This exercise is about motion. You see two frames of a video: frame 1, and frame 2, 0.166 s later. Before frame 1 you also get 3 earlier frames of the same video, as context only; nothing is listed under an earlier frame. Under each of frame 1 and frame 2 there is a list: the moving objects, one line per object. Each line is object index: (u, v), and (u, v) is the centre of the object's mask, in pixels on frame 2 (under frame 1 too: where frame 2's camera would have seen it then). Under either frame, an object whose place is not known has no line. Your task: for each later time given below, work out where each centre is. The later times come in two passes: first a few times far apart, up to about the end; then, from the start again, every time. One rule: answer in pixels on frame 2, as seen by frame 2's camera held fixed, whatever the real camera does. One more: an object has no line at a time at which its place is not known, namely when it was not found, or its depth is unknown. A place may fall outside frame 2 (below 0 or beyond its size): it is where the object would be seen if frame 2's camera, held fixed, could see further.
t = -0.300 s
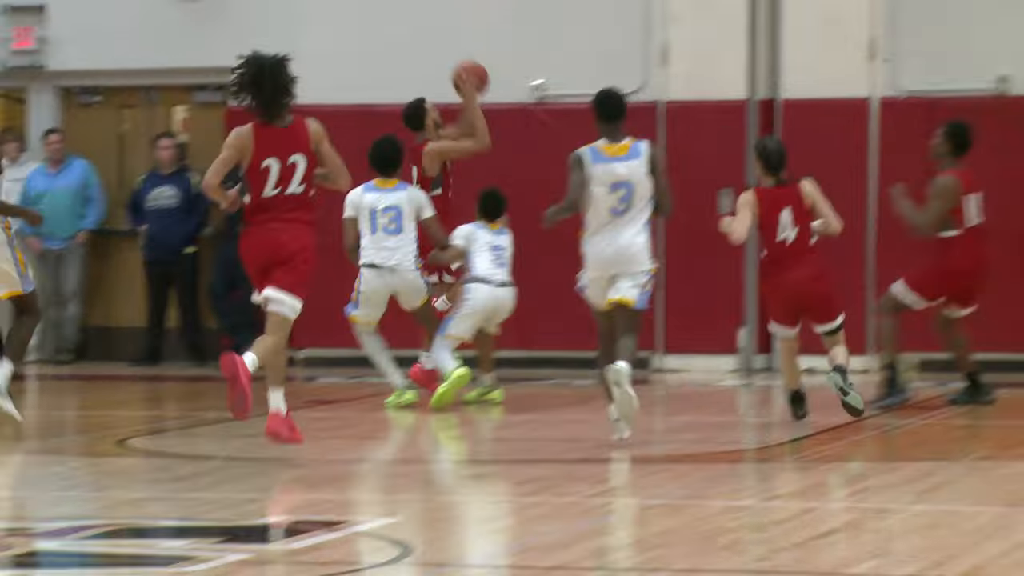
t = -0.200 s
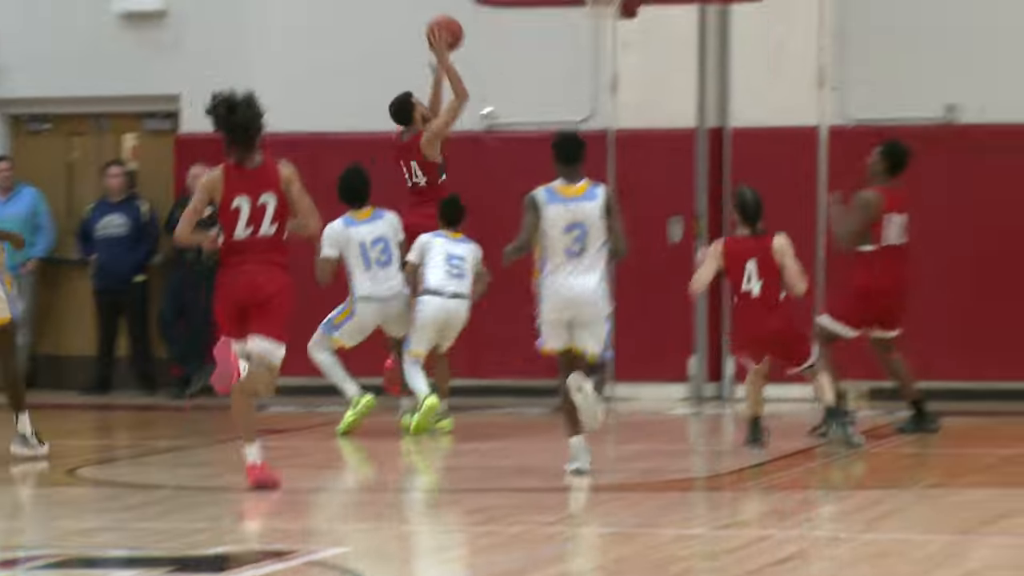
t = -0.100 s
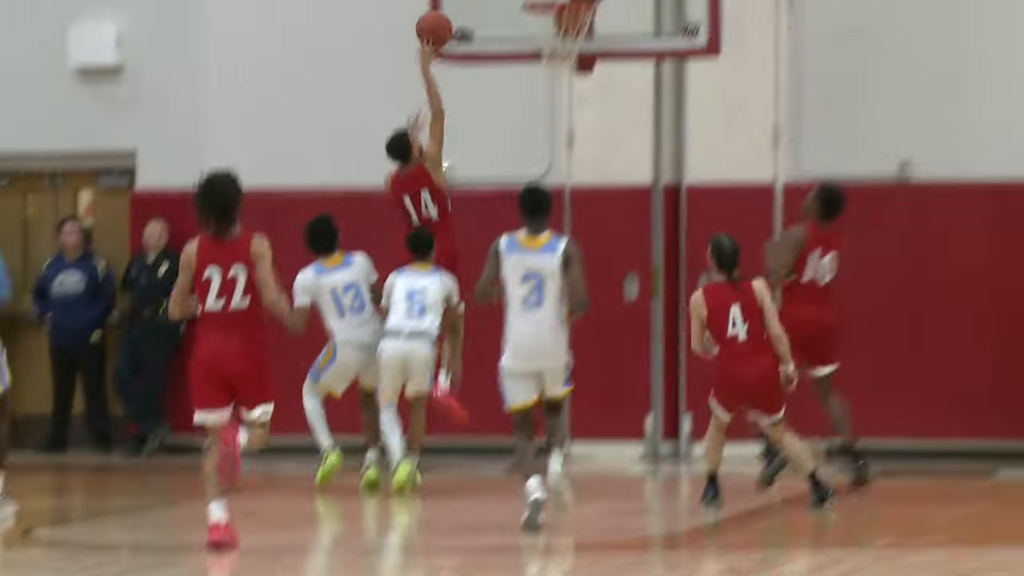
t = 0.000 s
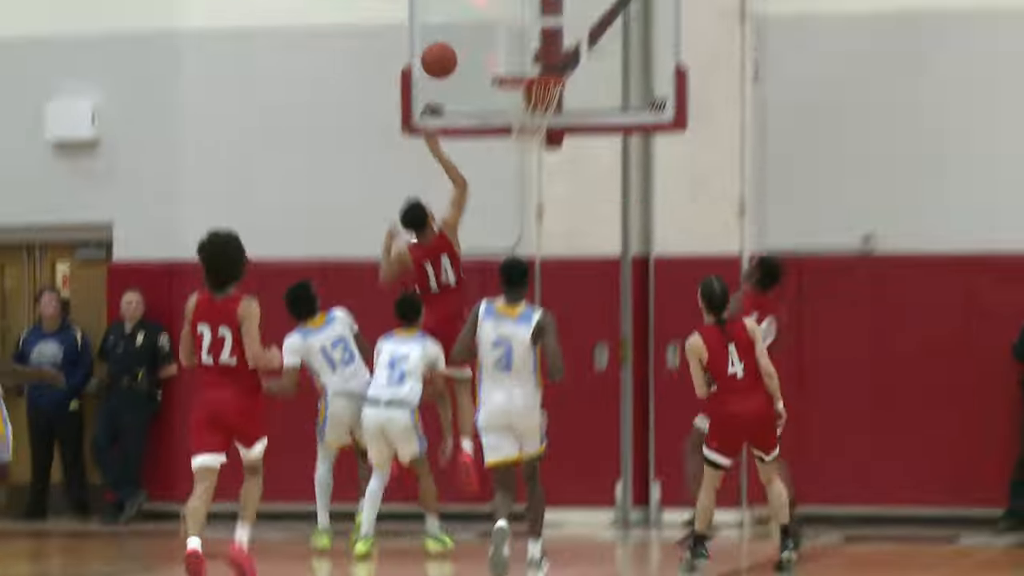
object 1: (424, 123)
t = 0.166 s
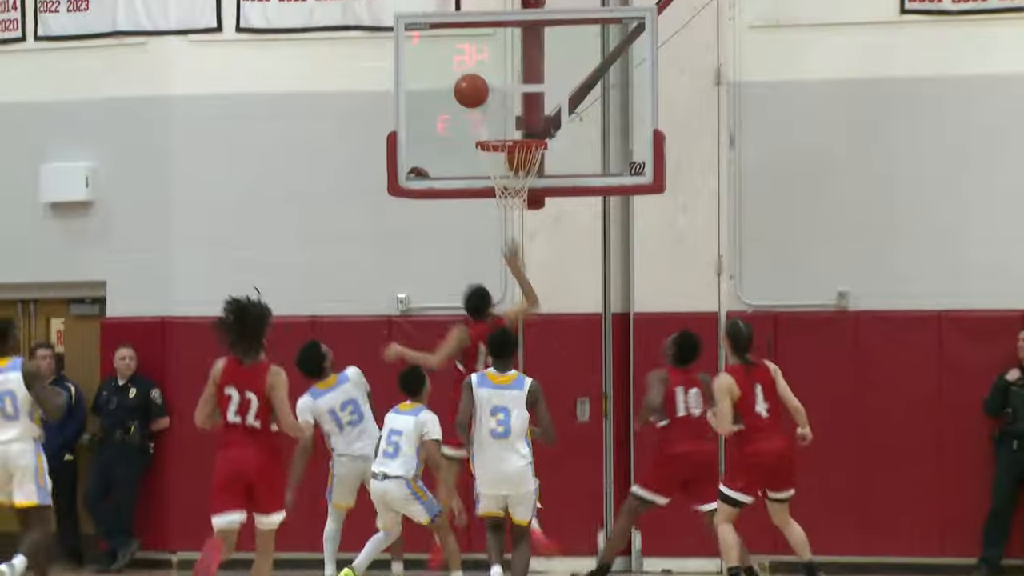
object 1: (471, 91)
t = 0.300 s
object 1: (488, 99)
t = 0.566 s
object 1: (515, 174)
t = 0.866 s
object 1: (515, 249)
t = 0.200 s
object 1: (475, 90)
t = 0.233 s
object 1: (479, 91)
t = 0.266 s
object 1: (484, 94)
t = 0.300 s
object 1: (488, 99)
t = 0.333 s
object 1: (492, 105)
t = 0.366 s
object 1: (496, 112)
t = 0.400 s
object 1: (501, 121)
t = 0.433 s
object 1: (505, 129)
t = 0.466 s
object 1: (506, 142)
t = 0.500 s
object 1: (511, 160)
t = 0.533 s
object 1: (515, 170)
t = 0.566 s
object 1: (515, 174)
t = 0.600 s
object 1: (513, 191)
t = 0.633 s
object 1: (514, 191)
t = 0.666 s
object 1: (517, 192)
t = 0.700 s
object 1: (517, 196)
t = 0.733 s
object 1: (517, 203)
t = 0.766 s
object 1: (516, 213)
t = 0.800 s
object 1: (516, 223)
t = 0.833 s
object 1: (516, 235)
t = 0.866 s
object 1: (515, 249)
